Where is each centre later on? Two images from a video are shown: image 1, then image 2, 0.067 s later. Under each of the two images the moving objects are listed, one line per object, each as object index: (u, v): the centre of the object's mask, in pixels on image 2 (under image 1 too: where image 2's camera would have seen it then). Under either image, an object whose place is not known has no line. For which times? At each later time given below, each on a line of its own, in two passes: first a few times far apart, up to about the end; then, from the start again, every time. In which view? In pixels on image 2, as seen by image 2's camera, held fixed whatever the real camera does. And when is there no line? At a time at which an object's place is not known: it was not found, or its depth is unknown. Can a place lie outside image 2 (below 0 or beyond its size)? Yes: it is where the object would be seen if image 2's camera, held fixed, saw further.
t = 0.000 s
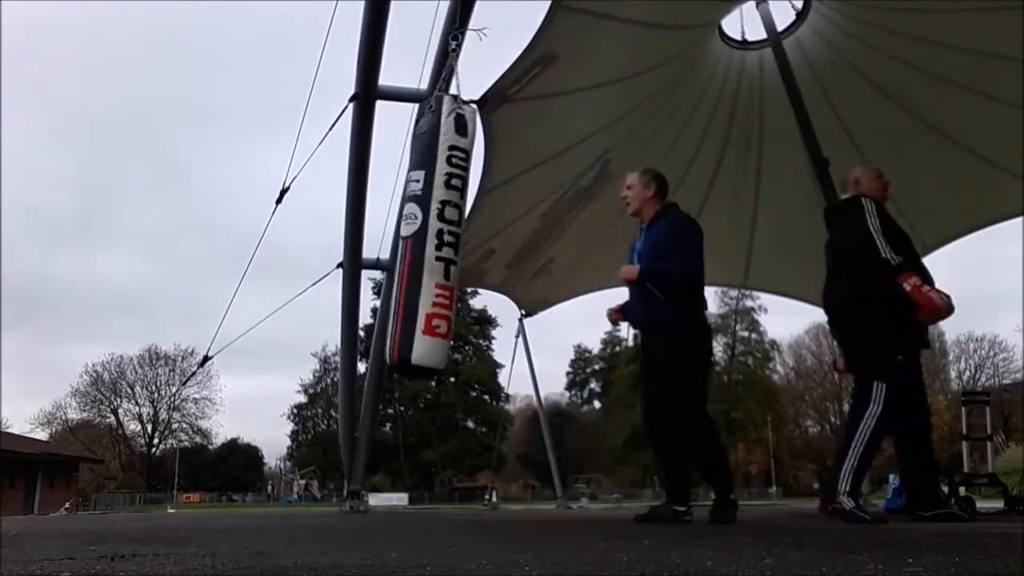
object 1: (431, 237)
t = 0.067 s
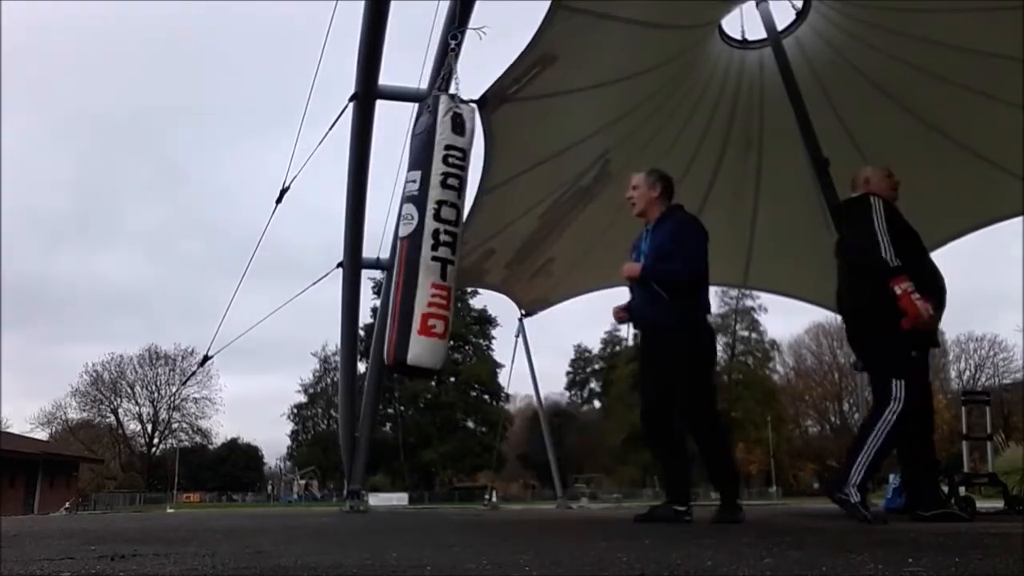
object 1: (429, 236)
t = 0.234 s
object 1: (430, 235)
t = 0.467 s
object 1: (440, 238)
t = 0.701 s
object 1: (461, 235)
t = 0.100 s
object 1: (429, 237)
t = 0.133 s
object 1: (429, 237)
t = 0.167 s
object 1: (429, 236)
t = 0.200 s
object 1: (429, 236)
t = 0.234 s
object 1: (430, 235)
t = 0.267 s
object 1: (431, 235)
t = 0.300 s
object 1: (432, 235)
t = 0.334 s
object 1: (433, 237)
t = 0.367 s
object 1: (435, 238)
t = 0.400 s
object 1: (436, 237)
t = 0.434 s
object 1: (438, 238)
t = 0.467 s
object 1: (440, 238)
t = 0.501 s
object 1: (443, 239)
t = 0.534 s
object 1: (446, 240)
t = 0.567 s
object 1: (449, 239)
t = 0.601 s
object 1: (451, 238)
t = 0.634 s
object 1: (454, 238)
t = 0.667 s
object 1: (458, 236)
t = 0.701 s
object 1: (461, 235)
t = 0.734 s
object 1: (465, 236)
